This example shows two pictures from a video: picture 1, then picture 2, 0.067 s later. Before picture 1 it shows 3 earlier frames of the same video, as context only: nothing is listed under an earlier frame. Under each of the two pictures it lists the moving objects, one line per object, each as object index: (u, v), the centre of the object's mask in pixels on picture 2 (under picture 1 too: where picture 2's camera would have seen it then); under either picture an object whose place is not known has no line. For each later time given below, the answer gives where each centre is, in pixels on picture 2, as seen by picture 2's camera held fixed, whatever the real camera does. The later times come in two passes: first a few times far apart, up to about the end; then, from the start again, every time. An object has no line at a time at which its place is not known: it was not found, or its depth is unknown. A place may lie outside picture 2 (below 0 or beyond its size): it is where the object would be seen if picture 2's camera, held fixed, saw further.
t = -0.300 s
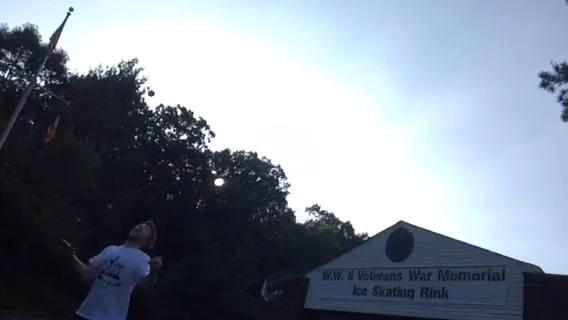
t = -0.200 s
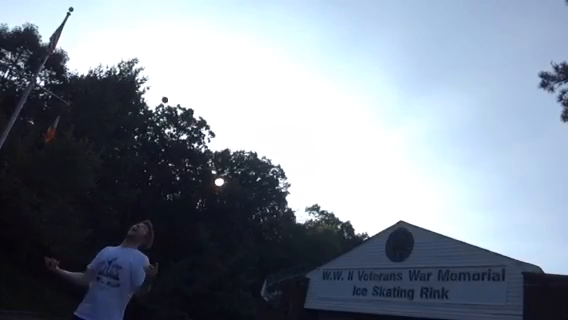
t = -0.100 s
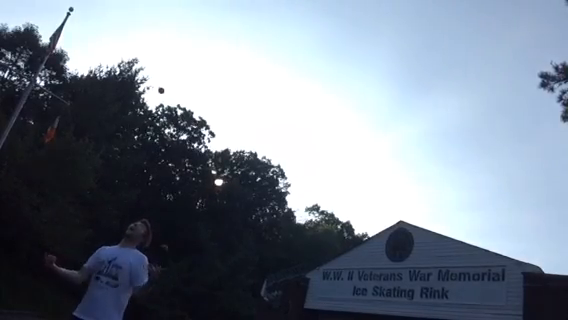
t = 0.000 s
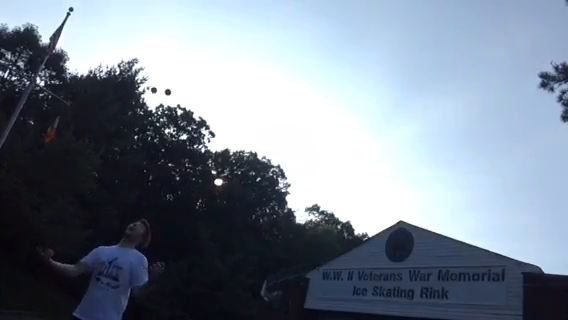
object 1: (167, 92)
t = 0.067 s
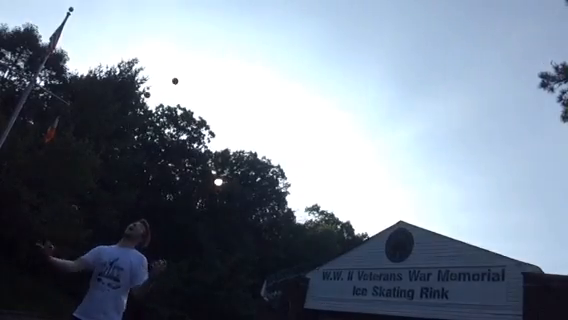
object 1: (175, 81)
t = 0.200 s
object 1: (184, 71)
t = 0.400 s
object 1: (187, 85)
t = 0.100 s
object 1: (178, 77)
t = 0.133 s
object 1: (180, 74)
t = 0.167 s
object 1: (182, 72)
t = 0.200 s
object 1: (184, 71)
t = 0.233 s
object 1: (186, 71)
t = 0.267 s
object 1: (187, 72)
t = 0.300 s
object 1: (187, 74)
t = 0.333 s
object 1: (188, 77)
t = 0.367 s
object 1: (188, 81)
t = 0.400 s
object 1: (187, 85)
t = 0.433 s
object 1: (187, 92)
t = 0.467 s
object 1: (185, 99)
